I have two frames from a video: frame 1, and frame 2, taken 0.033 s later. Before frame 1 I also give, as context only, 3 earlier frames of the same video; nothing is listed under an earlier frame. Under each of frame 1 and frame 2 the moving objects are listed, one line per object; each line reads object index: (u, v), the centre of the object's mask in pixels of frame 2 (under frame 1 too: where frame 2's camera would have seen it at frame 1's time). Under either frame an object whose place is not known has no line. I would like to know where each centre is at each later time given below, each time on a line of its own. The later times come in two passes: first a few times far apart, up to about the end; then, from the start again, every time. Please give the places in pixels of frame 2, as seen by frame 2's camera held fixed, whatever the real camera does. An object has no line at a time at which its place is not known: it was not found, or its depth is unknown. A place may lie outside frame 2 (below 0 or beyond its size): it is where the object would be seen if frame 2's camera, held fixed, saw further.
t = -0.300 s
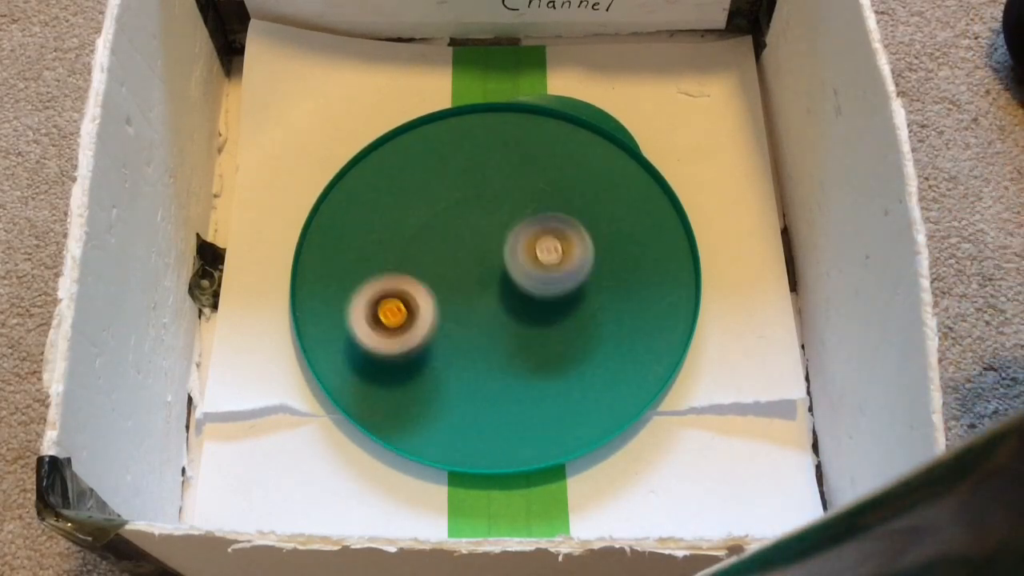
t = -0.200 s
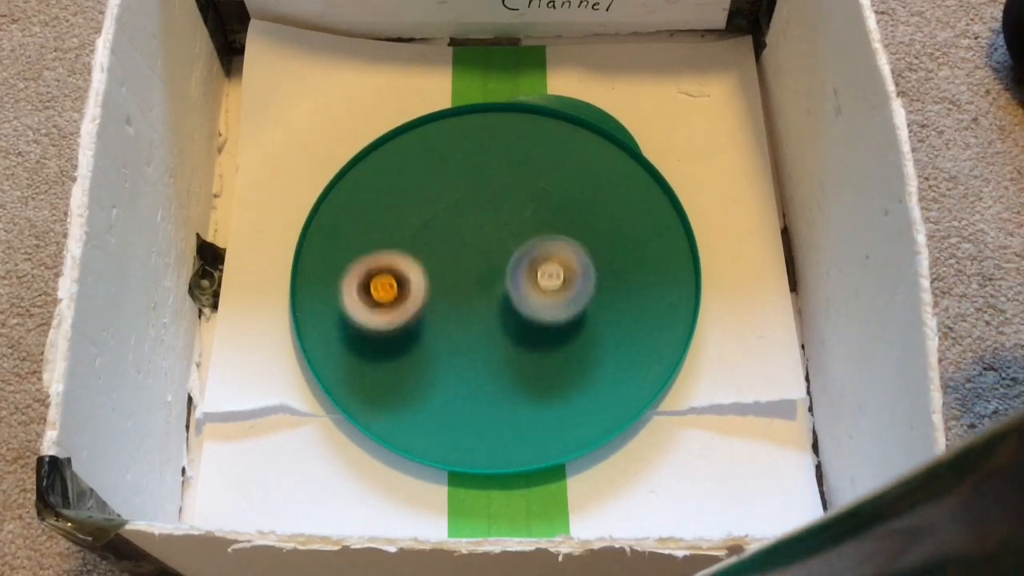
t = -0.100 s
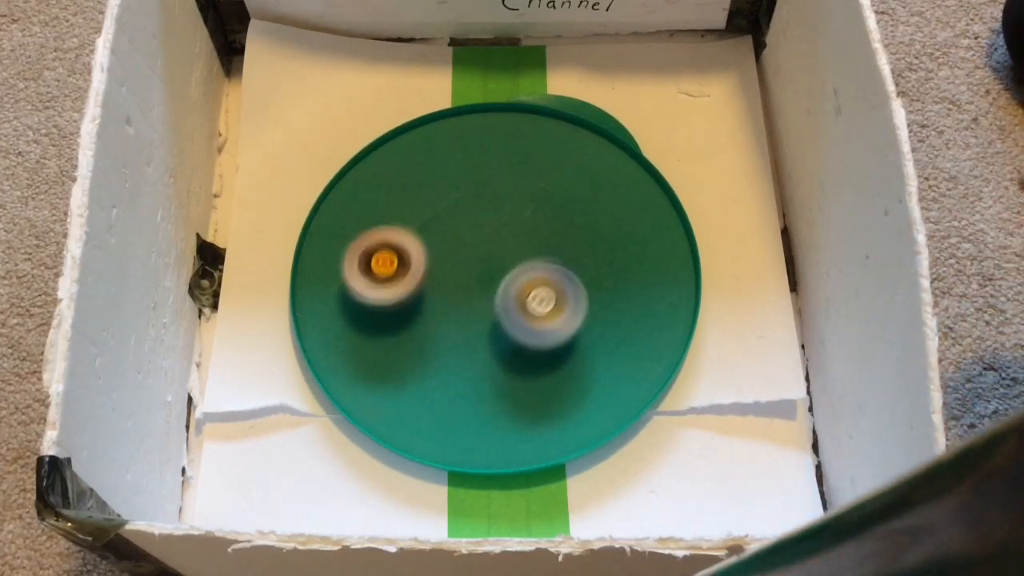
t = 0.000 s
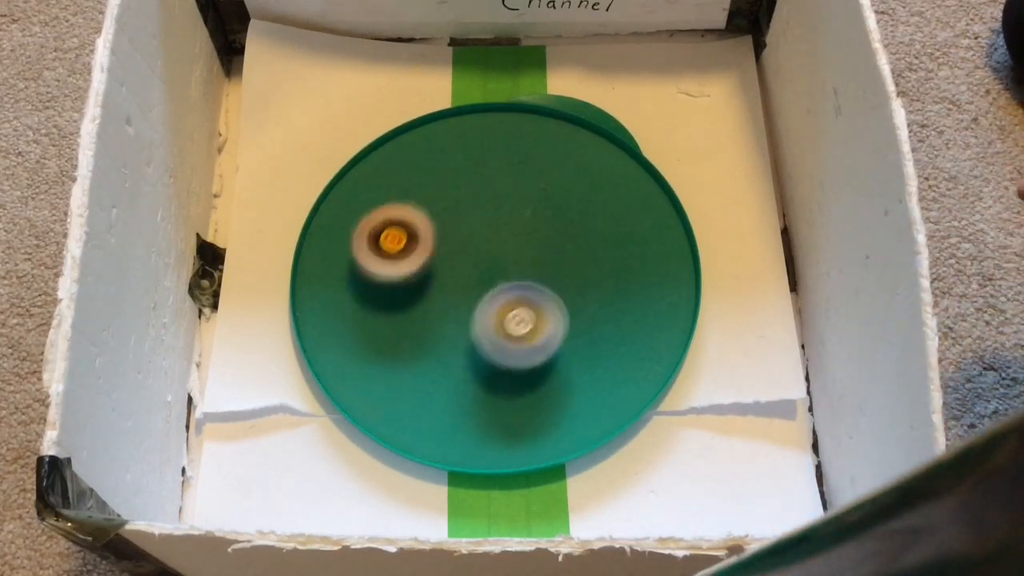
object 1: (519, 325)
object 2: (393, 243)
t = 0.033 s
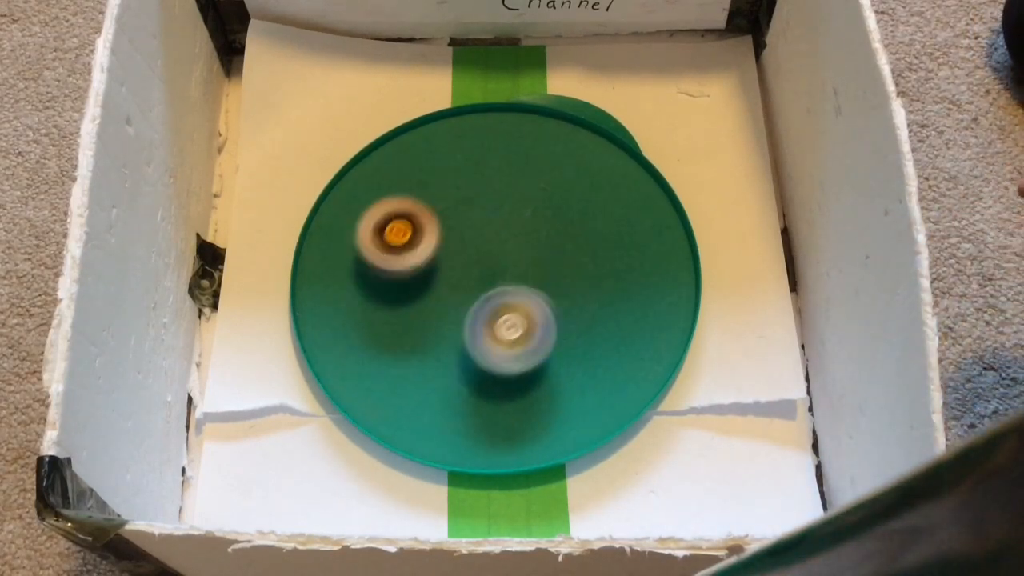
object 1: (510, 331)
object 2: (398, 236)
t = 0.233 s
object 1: (447, 338)
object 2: (440, 208)
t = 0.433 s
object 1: (394, 306)
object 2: (491, 213)
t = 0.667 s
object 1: (387, 249)
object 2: (530, 251)
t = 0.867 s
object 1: (421, 214)
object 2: (531, 296)
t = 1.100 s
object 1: (477, 207)
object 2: (488, 334)
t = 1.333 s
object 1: (524, 239)
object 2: (431, 326)
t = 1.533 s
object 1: (536, 285)
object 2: (401, 291)
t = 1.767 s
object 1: (505, 333)
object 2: (407, 244)
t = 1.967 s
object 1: (457, 347)
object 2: (442, 219)
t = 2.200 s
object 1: (405, 319)
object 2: (490, 231)
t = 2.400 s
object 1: (396, 269)
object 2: (511, 258)
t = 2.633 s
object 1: (422, 224)
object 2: (518, 300)
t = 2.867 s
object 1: (470, 207)
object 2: (480, 328)
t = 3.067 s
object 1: (507, 223)
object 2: (437, 317)
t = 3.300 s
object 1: (529, 263)
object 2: (412, 280)
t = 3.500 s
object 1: (522, 302)
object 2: (414, 244)
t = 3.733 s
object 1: (488, 332)
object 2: (451, 221)
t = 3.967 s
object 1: (443, 330)
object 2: (490, 236)
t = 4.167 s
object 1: (416, 305)
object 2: (502, 260)
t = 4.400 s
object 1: (411, 267)
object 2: (517, 294)
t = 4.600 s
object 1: (428, 241)
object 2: (497, 323)
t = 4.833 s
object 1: (461, 231)
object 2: (453, 322)
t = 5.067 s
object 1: (471, 162)
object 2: (441, 400)
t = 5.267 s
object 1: (471, 158)
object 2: (473, 414)
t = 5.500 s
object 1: (465, 216)
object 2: (488, 350)
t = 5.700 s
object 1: (455, 237)
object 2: (485, 314)
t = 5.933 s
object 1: (438, 242)
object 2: (474, 309)
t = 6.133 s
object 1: (438, 242)
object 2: (483, 322)
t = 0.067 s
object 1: (501, 334)
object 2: (403, 229)
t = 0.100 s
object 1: (490, 337)
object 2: (410, 223)
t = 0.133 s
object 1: (479, 339)
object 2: (416, 219)
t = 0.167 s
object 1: (468, 340)
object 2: (424, 214)
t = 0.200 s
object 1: (458, 340)
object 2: (432, 210)
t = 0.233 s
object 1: (447, 338)
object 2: (440, 208)
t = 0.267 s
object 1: (436, 335)
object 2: (449, 206)
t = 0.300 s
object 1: (428, 333)
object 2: (457, 205)
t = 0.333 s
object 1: (418, 328)
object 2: (466, 206)
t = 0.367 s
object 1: (408, 321)
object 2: (475, 207)
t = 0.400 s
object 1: (402, 315)
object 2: (483, 209)
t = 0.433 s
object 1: (394, 306)
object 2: (491, 213)
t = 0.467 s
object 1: (389, 299)
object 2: (499, 216)
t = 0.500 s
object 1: (387, 290)
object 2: (506, 220)
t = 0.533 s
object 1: (383, 281)
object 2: (513, 226)
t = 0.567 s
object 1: (382, 273)
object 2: (518, 231)
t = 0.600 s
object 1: (383, 265)
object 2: (523, 237)
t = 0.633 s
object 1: (384, 256)
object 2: (527, 244)
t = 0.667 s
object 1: (387, 249)
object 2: (530, 251)
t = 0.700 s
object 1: (391, 242)
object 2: (532, 258)
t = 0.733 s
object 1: (395, 234)
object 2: (534, 266)
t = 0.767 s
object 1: (401, 227)
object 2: (535, 273)
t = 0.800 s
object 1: (409, 222)
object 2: (534, 281)
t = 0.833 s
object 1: (415, 218)
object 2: (533, 289)
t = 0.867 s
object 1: (421, 214)
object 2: (531, 296)
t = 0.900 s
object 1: (429, 212)
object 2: (527, 303)
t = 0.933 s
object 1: (437, 208)
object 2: (522, 310)
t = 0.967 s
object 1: (444, 206)
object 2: (518, 316)
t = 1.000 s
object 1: (452, 206)
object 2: (511, 322)
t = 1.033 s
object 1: (462, 206)
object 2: (504, 327)
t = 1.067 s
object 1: (470, 206)
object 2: (497, 330)
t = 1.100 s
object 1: (477, 207)
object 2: (488, 334)
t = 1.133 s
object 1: (485, 210)
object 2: (479, 336)
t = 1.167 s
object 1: (494, 214)
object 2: (471, 337)
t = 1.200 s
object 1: (501, 217)
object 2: (463, 337)
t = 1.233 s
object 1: (507, 222)
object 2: (453, 334)
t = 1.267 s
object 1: (514, 228)
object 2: (445, 333)
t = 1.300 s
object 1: (520, 233)
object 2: (438, 330)
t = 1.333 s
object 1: (524, 239)
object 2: (431, 326)
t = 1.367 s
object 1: (528, 246)
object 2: (424, 321)
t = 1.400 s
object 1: (531, 254)
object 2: (417, 316)
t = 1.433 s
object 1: (534, 261)
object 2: (413, 311)
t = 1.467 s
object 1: (535, 268)
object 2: (409, 305)
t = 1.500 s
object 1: (536, 277)
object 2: (405, 298)
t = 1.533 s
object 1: (536, 285)
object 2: (401, 291)
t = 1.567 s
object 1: (535, 292)
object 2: (400, 285)
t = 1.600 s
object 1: (532, 301)
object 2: (399, 278)
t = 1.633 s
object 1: (529, 308)
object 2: (399, 270)
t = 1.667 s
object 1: (525, 316)
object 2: (399, 263)
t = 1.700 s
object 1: (520, 322)
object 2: (400, 257)
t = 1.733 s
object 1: (512, 328)
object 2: (403, 250)
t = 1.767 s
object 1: (505, 333)
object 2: (407, 244)
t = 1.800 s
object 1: (498, 338)
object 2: (411, 237)
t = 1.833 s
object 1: (491, 342)
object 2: (416, 232)
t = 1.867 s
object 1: (483, 343)
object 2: (421, 228)
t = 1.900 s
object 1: (474, 345)
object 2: (428, 225)
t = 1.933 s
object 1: (465, 346)
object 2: (435, 221)
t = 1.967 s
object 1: (457, 347)
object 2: (442, 219)
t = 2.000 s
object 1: (449, 346)
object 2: (449, 218)
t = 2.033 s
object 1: (442, 344)
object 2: (456, 219)
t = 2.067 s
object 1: (433, 340)
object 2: (464, 219)
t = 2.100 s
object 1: (424, 336)
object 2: (472, 220)
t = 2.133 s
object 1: (416, 331)
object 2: (479, 222)
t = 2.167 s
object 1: (410, 325)
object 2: (485, 226)
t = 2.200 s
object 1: (405, 319)
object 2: (490, 231)
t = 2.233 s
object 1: (402, 310)
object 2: (496, 235)
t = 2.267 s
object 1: (398, 301)
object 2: (501, 240)
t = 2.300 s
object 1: (396, 291)
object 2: (504, 244)
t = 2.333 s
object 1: (394, 283)
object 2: (506, 249)
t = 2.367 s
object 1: (395, 276)
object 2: (508, 254)
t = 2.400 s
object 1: (396, 269)
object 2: (511, 258)
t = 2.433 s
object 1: (398, 262)
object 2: (514, 263)
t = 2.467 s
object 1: (402, 254)
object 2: (517, 268)
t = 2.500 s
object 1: (405, 247)
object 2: (520, 274)
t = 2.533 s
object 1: (409, 240)
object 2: (520, 280)
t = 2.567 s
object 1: (413, 234)
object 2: (520, 286)
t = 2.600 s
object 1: (417, 228)
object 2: (519, 293)
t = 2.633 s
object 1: (422, 224)
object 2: (518, 300)
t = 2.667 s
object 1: (428, 219)
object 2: (514, 306)
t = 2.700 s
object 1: (435, 215)
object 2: (511, 311)
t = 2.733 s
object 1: (442, 212)
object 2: (506, 315)
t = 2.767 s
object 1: (449, 210)
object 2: (499, 320)
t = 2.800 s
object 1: (456, 208)
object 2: (493, 324)
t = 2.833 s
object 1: (464, 207)
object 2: (486, 326)
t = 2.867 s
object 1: (470, 207)
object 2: (480, 328)
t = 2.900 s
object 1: (478, 207)
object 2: (472, 328)
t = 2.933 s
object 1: (483, 209)
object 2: (466, 327)
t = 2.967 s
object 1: (490, 211)
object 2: (458, 325)
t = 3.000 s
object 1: (496, 215)
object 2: (451, 323)
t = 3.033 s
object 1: (502, 219)
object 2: (443, 321)
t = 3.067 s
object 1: (507, 223)
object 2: (437, 317)
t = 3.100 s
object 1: (512, 228)
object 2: (432, 313)
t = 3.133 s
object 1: (517, 233)
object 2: (427, 309)
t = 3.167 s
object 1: (521, 238)
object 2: (423, 304)
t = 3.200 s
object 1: (525, 245)
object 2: (419, 299)
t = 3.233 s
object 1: (527, 250)
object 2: (416, 293)
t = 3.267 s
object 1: (528, 256)
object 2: (414, 287)
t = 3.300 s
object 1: (529, 263)
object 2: (412, 280)
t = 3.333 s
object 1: (530, 270)
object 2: (410, 273)
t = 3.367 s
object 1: (529, 276)
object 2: (410, 267)
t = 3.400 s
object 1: (530, 283)
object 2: (409, 261)
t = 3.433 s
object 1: (527, 289)
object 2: (410, 255)
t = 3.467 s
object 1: (526, 296)
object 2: (412, 250)
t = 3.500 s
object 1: (522, 302)
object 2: (414, 244)
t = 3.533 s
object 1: (519, 308)
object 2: (418, 239)
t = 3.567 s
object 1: (515, 313)
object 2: (422, 234)
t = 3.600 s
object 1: (511, 318)
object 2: (427, 231)
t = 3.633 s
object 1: (506, 323)
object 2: (432, 227)
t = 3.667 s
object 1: (500, 327)
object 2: (439, 224)
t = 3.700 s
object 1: (493, 330)
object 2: (444, 222)
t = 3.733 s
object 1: (488, 332)
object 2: (451, 221)
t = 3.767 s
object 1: (481, 334)
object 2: (457, 220)
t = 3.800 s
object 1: (474, 335)
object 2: (464, 221)
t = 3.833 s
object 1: (468, 335)
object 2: (469, 222)
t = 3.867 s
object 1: (461, 335)
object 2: (475, 225)
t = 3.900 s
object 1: (455, 334)
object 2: (480, 228)
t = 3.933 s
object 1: (448, 332)
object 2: (486, 231)
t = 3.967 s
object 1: (443, 330)
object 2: (490, 236)
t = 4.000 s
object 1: (436, 326)
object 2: (493, 241)
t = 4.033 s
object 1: (432, 323)
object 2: (496, 246)
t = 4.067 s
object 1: (427, 319)
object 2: (498, 250)
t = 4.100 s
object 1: (423, 315)
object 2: (498, 255)
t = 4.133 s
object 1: (419, 310)
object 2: (501, 257)
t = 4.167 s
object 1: (416, 305)
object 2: (502, 260)
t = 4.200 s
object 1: (413, 300)
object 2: (506, 264)
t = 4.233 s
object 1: (411, 295)
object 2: (509, 269)
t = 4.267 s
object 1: (410, 289)
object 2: (512, 272)
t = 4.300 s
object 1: (409, 284)
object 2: (514, 277)
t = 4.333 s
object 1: (409, 278)
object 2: (516, 283)
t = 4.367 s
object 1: (409, 272)
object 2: (516, 289)
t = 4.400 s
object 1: (411, 267)
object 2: (517, 294)
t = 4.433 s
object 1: (411, 262)
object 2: (515, 300)
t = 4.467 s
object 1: (414, 257)
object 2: (514, 306)
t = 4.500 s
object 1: (416, 252)
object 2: (510, 311)
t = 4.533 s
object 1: (420, 248)
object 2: (507, 316)
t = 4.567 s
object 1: (423, 244)
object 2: (502, 320)
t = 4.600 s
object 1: (428, 241)
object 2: (497, 323)
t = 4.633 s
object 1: (431, 238)
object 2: (491, 326)
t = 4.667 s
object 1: (437, 236)
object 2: (485, 327)
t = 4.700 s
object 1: (441, 233)
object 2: (478, 328)
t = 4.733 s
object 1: (447, 233)
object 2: (472, 328)
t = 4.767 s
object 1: (451, 231)
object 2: (465, 327)
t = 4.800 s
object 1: (456, 232)
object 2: (459, 324)
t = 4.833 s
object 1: (461, 231)
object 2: (453, 322)
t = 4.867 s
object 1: (465, 232)
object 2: (448, 319)
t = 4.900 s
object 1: (471, 233)
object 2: (442, 315)
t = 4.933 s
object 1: (475, 232)
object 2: (438, 318)
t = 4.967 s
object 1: (474, 212)
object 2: (443, 342)
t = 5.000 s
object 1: (471, 192)
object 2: (438, 363)
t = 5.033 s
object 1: (476, 172)
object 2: (439, 382)
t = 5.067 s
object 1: (471, 162)
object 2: (441, 400)
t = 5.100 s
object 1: (471, 151)
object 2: (442, 411)
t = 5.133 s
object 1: (469, 149)
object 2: (445, 422)
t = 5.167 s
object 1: (469, 148)
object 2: (452, 434)
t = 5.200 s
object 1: (469, 150)
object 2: (461, 431)
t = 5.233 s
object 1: (469, 151)
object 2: (468, 425)
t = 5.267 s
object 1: (471, 158)
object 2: (473, 414)
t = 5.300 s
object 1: (469, 163)
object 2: (477, 404)
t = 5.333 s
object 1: (470, 171)
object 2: (480, 395)
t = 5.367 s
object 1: (467, 177)
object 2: (483, 389)
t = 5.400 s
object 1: (469, 189)
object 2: (484, 380)
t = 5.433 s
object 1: (466, 197)
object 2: (487, 369)
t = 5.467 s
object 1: (467, 209)
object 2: (489, 358)
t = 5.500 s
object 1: (465, 216)
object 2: (488, 350)
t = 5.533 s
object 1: (464, 225)
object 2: (485, 336)
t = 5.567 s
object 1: (466, 234)
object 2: (483, 325)
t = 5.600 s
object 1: (466, 241)
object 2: (481, 317)
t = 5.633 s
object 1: (465, 242)
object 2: (485, 317)
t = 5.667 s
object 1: (459, 239)
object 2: (487, 316)
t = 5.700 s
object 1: (455, 237)
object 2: (485, 314)
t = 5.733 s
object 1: (452, 235)
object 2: (481, 316)
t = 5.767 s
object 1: (449, 237)
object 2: (480, 314)
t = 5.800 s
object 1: (446, 240)
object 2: (474, 312)
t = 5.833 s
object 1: (444, 241)
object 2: (472, 311)
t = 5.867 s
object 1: (441, 242)
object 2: (473, 311)
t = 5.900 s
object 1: (439, 243)
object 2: (473, 310)
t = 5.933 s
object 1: (438, 242)
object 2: (474, 309)
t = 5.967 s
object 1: (437, 241)
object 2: (476, 309)
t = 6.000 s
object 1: (437, 241)
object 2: (477, 310)
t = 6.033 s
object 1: (438, 241)
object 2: (478, 312)
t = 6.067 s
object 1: (438, 242)
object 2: (479, 315)
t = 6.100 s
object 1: (438, 242)
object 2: (481, 319)
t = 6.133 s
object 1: (438, 242)
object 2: (483, 322)
